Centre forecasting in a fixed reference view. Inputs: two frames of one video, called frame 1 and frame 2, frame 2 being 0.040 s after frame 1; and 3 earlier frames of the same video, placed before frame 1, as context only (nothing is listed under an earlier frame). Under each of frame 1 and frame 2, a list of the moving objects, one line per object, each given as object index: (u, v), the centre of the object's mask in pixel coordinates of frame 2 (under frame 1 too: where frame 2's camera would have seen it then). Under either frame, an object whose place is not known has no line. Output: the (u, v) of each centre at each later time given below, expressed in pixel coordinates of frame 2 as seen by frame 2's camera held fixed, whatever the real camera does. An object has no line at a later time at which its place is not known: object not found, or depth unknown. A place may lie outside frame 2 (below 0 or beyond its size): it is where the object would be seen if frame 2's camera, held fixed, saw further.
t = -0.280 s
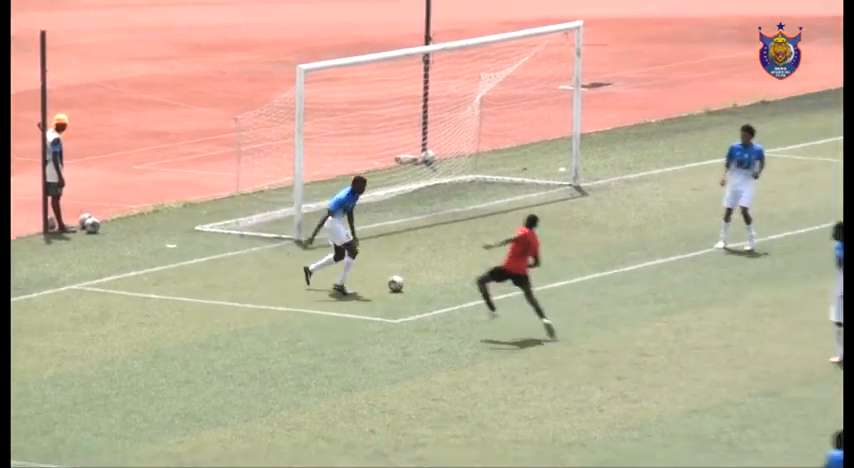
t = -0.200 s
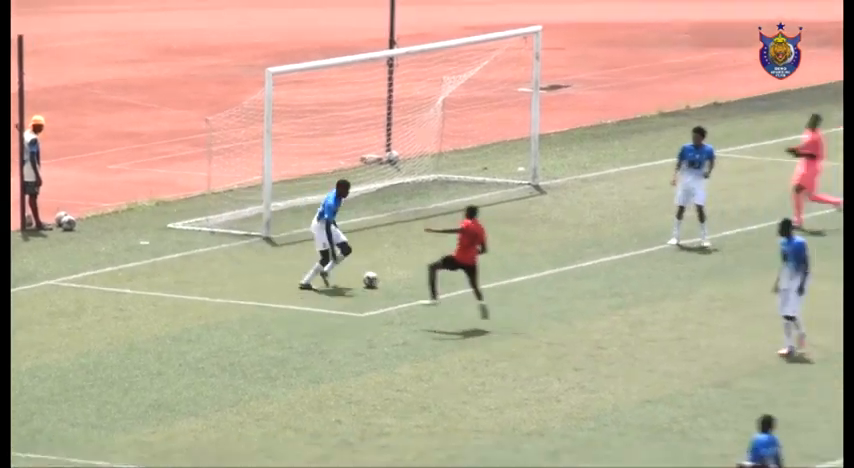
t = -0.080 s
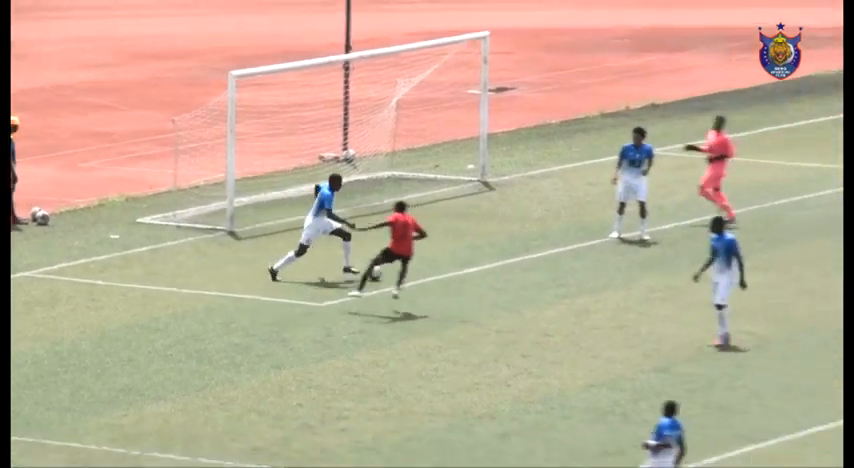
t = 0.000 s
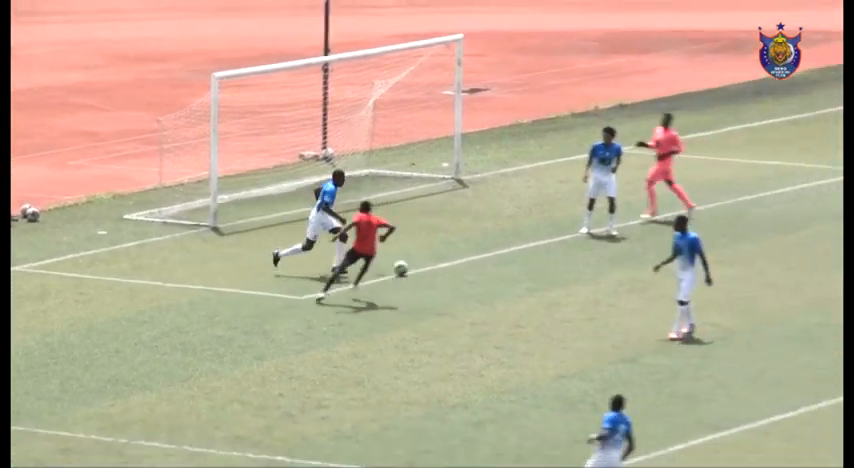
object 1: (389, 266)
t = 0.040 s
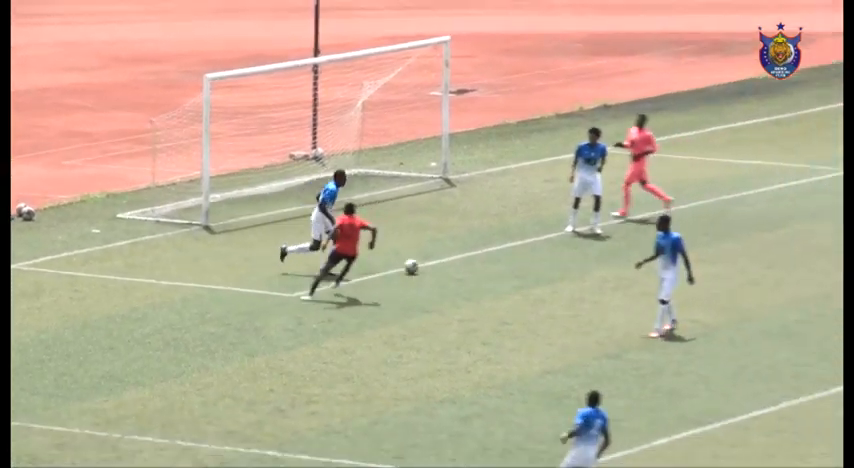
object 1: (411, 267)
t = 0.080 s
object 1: (433, 268)
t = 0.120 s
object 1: (455, 268)
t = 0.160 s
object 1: (475, 268)
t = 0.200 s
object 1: (494, 269)
